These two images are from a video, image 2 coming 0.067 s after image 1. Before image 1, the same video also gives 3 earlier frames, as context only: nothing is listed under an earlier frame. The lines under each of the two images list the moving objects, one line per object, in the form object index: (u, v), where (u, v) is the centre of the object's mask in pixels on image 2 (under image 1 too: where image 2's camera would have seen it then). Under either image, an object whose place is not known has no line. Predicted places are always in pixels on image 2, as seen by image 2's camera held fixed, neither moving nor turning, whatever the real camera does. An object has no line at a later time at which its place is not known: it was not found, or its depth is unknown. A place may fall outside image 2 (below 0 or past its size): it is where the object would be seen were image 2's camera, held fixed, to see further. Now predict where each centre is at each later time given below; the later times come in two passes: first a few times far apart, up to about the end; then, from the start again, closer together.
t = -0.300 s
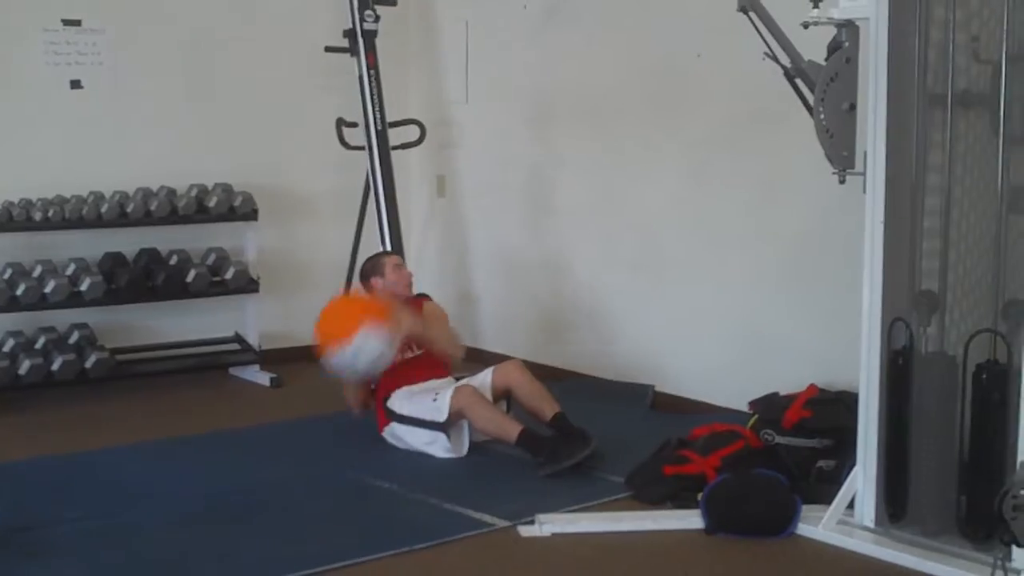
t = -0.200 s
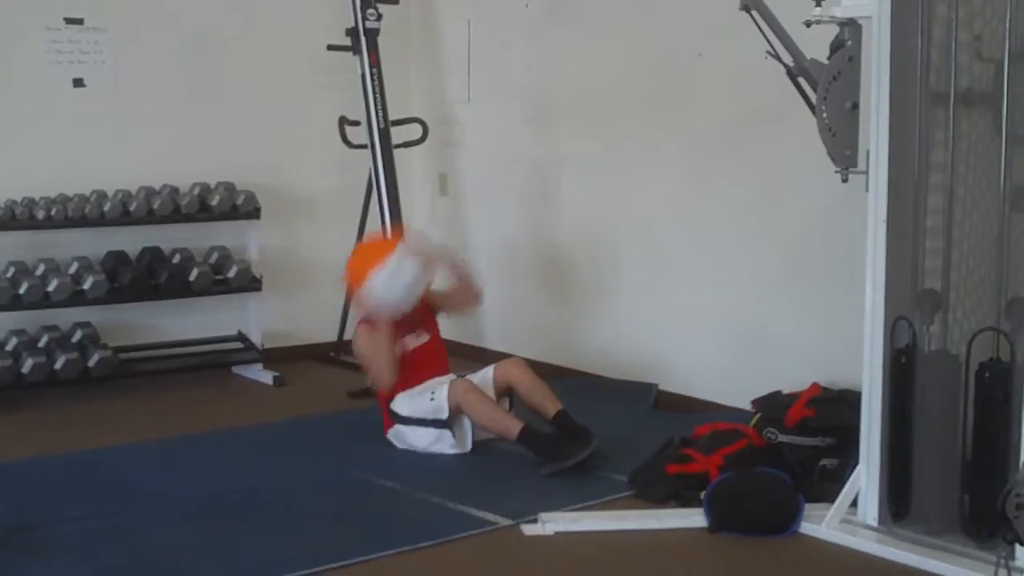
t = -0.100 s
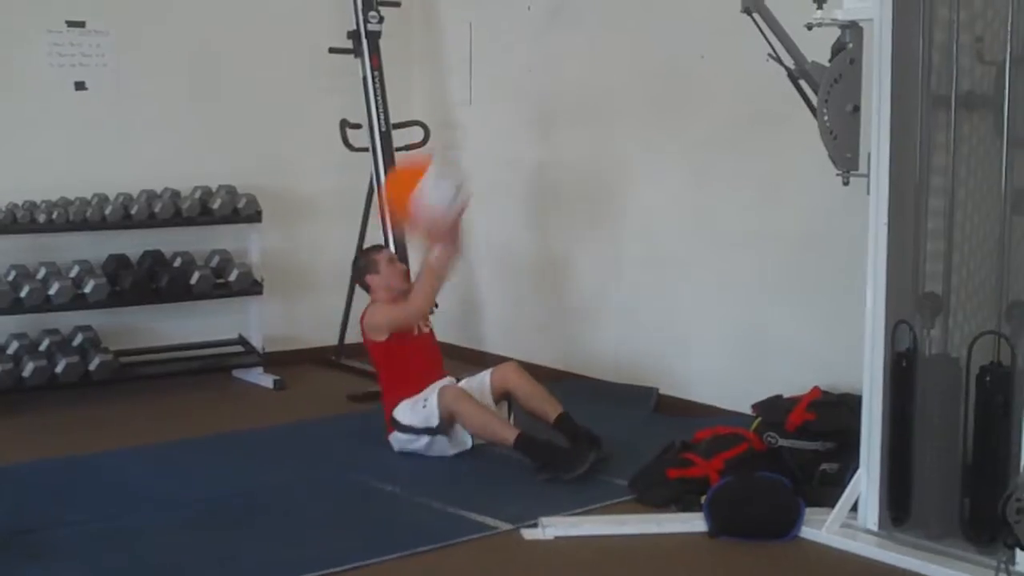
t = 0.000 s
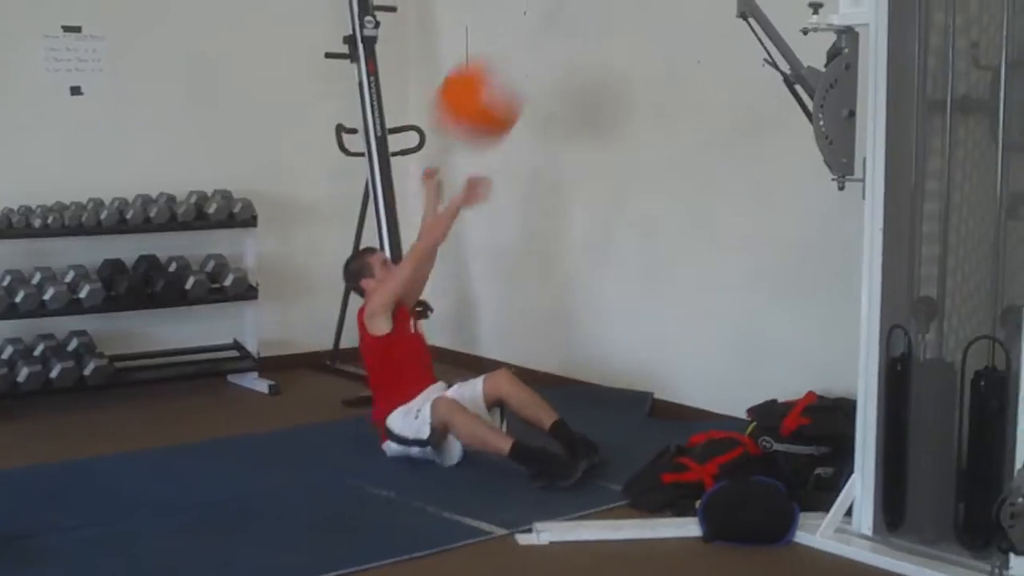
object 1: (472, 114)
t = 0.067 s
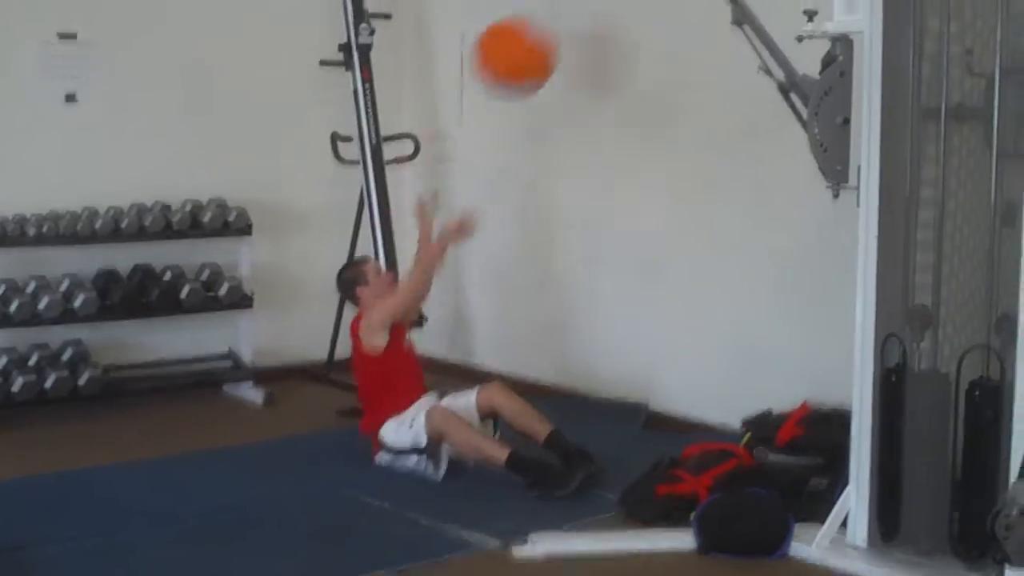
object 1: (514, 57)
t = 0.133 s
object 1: (557, 6)
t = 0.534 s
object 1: (546, 16)
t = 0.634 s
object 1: (519, 87)
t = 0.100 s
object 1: (535, 32)
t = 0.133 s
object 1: (557, 6)
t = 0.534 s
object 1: (546, 16)
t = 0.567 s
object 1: (537, 36)
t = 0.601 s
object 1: (528, 60)
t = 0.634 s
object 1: (519, 87)
